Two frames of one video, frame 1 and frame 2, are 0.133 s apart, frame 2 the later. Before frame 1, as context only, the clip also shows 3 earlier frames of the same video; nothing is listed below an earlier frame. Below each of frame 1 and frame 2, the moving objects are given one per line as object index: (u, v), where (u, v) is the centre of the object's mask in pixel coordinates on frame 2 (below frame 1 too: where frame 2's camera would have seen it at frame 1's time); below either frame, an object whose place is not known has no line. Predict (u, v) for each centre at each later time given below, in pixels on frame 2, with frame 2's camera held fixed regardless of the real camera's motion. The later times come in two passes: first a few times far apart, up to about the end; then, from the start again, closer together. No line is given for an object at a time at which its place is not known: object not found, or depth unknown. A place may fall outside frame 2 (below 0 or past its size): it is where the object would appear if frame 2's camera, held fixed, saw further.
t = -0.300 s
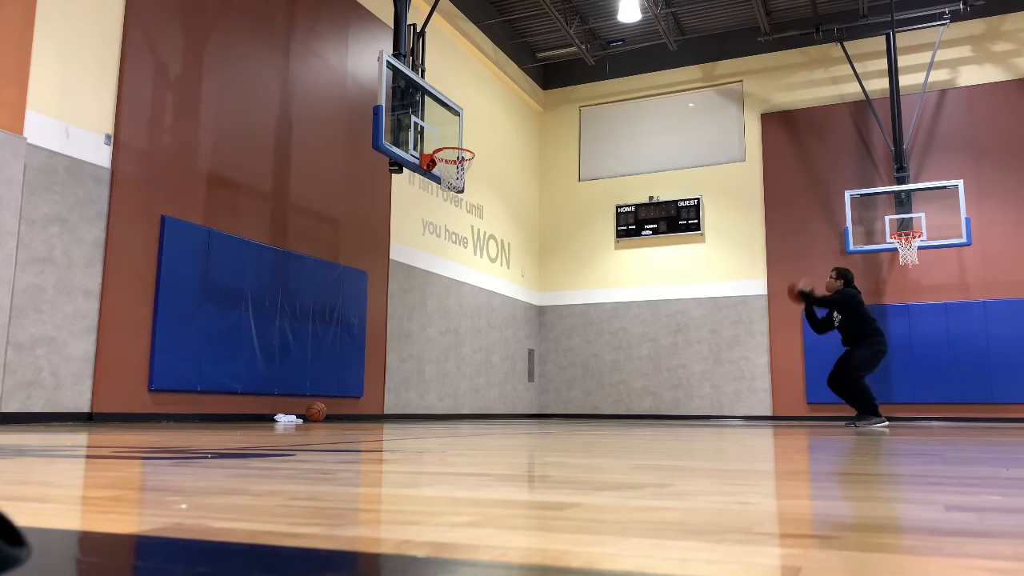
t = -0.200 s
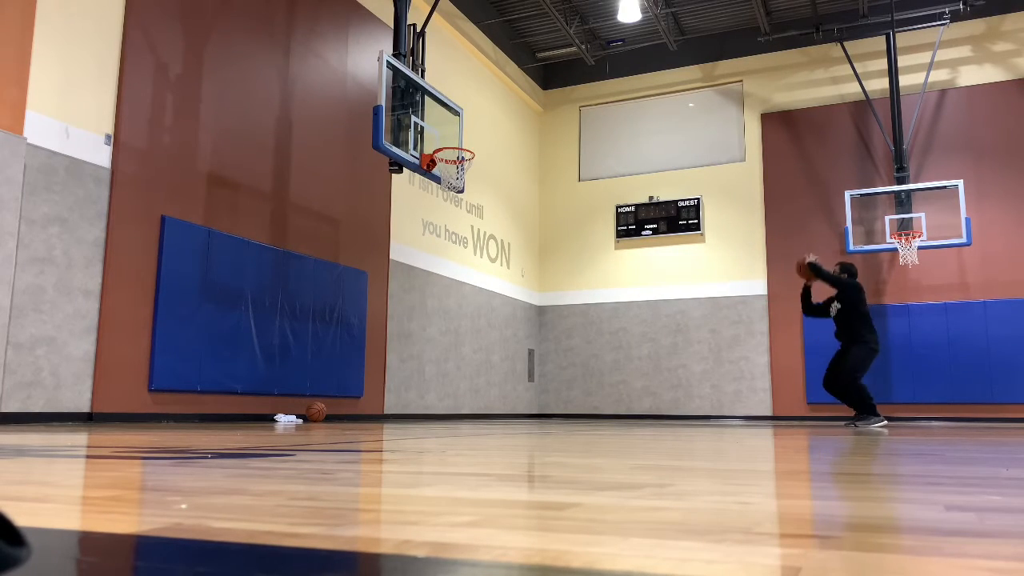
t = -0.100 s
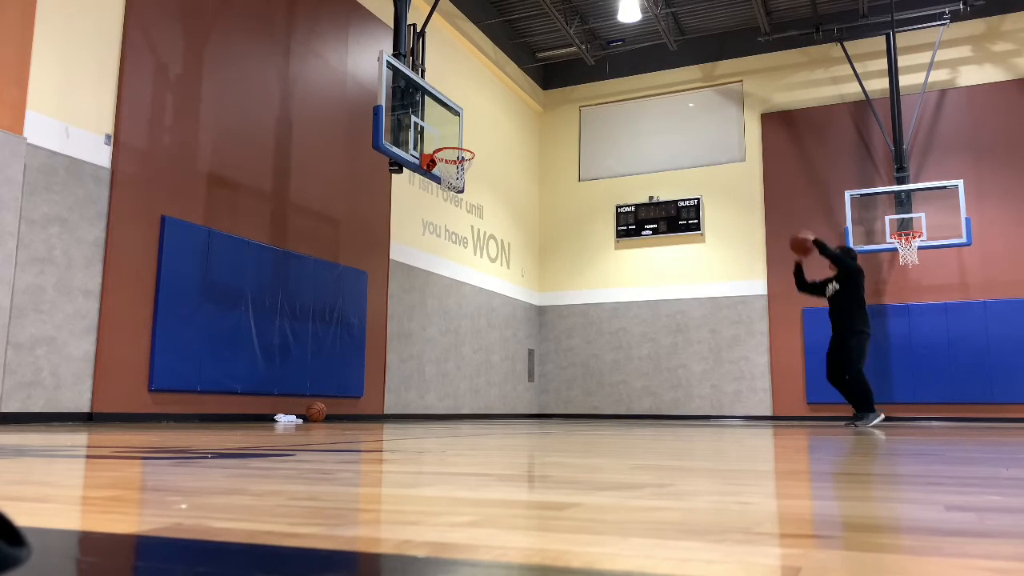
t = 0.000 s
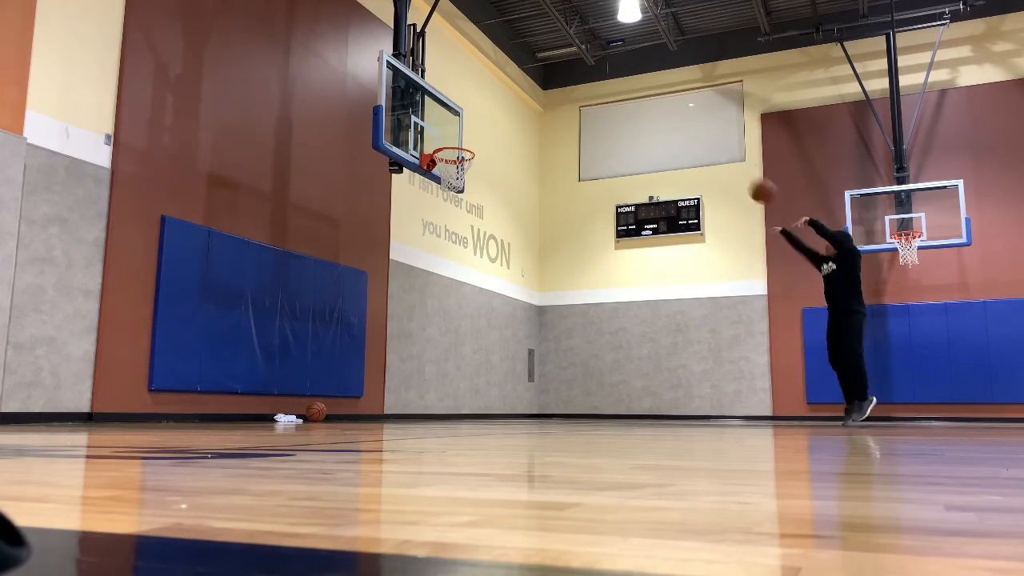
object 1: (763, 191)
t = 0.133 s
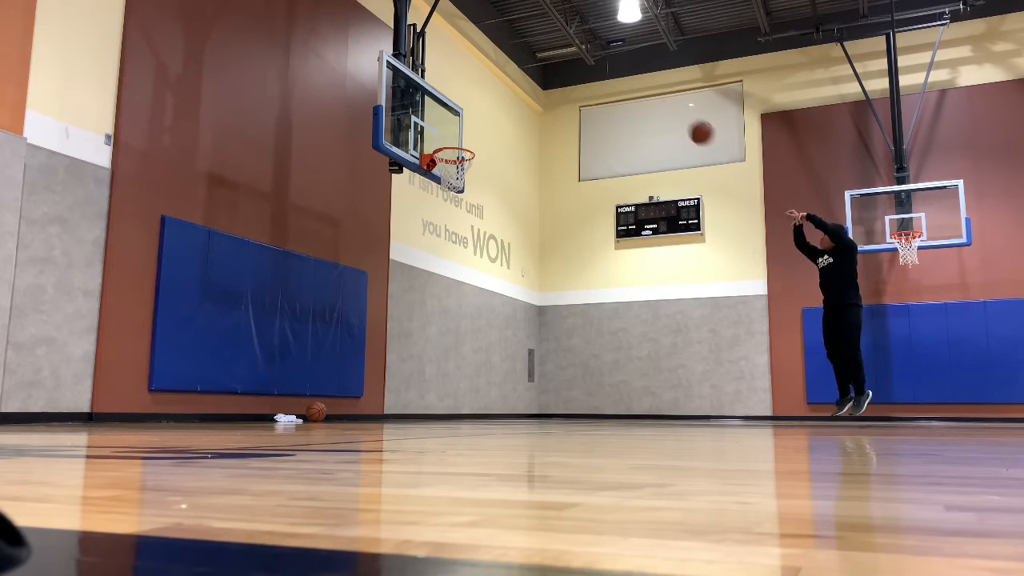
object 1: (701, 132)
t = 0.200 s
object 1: (672, 111)
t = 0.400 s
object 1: (596, 74)
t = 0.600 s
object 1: (526, 73)
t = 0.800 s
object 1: (460, 105)
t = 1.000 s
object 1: (443, 128)
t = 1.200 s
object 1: (482, 95)
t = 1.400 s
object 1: (522, 94)
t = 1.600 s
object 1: (565, 129)
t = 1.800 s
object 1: (610, 203)
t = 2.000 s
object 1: (660, 324)
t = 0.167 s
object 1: (686, 121)
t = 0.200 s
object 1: (672, 111)
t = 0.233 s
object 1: (659, 102)
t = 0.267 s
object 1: (645, 95)
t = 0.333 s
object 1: (620, 82)
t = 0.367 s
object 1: (608, 77)
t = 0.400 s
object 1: (596, 74)
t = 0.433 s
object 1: (584, 72)
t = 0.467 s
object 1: (572, 71)
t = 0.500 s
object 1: (560, 70)
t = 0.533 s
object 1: (548, 70)
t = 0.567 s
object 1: (537, 71)
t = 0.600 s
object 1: (526, 73)
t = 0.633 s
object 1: (514, 77)
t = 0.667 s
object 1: (503, 80)
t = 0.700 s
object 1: (492, 85)
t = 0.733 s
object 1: (481, 91)
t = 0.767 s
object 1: (470, 97)
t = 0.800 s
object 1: (460, 105)
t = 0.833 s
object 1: (450, 113)
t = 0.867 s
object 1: (439, 122)
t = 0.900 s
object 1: (430, 132)
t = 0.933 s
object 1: (430, 140)
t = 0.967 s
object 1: (436, 136)
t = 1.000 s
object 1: (443, 128)
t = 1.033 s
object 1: (450, 120)
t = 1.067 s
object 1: (456, 114)
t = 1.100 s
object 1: (462, 108)
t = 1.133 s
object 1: (469, 102)
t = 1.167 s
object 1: (475, 98)
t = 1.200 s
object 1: (482, 95)
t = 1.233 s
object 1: (489, 92)
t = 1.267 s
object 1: (495, 91)
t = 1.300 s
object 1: (502, 90)
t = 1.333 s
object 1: (509, 90)
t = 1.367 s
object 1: (516, 92)
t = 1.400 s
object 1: (522, 94)
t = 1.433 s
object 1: (530, 97)
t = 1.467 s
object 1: (536, 101)
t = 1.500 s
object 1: (543, 107)
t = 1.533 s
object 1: (551, 113)
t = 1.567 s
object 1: (558, 120)
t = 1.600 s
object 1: (565, 129)
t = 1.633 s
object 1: (573, 138)
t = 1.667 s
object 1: (580, 149)
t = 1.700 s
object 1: (588, 161)
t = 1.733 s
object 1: (595, 173)
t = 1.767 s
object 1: (603, 188)
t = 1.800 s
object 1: (610, 203)
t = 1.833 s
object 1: (619, 221)
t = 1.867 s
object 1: (627, 238)
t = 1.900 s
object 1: (635, 258)
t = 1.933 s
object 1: (643, 278)
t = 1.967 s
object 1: (652, 301)
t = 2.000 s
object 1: (660, 324)
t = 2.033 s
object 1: (670, 351)
